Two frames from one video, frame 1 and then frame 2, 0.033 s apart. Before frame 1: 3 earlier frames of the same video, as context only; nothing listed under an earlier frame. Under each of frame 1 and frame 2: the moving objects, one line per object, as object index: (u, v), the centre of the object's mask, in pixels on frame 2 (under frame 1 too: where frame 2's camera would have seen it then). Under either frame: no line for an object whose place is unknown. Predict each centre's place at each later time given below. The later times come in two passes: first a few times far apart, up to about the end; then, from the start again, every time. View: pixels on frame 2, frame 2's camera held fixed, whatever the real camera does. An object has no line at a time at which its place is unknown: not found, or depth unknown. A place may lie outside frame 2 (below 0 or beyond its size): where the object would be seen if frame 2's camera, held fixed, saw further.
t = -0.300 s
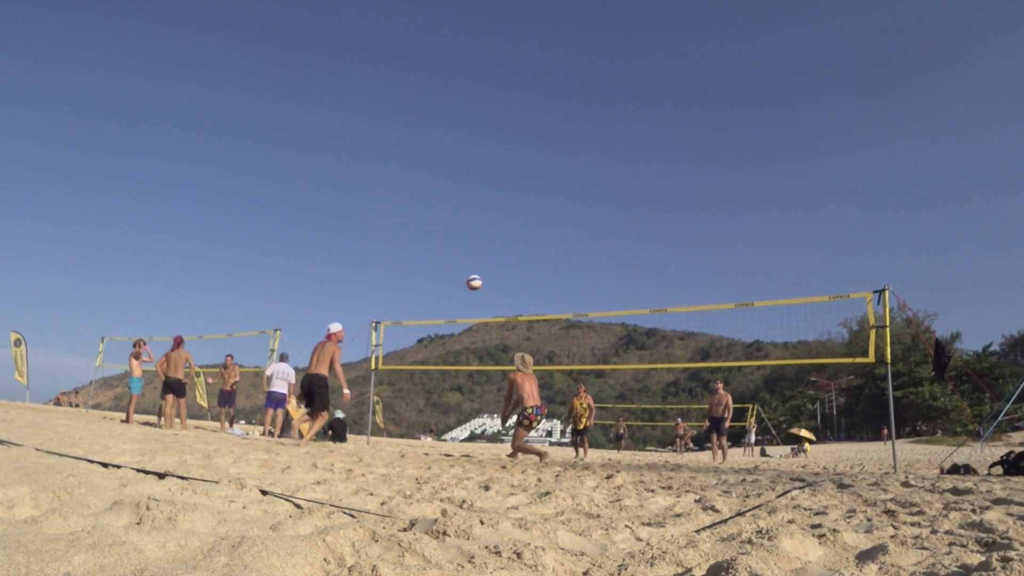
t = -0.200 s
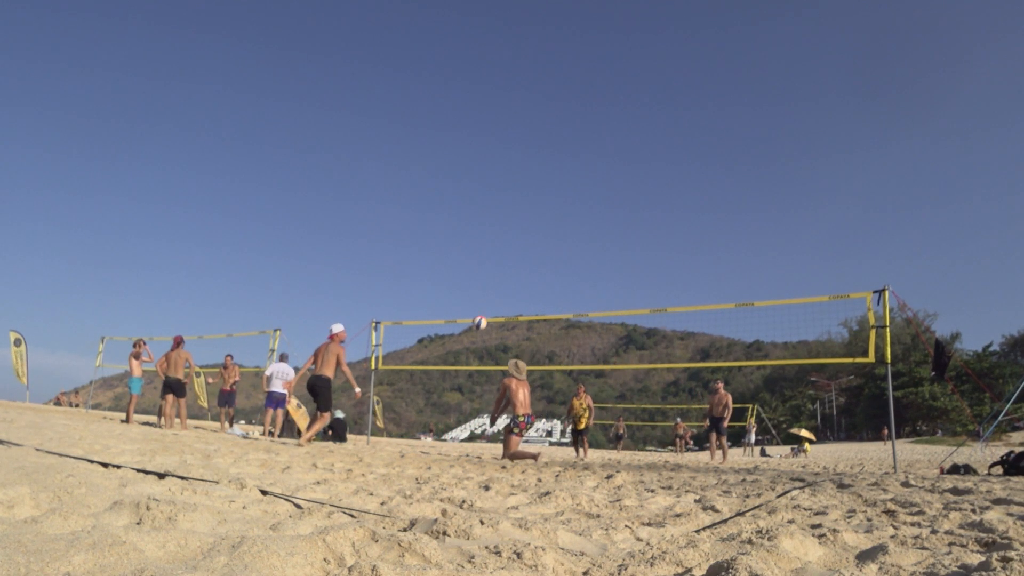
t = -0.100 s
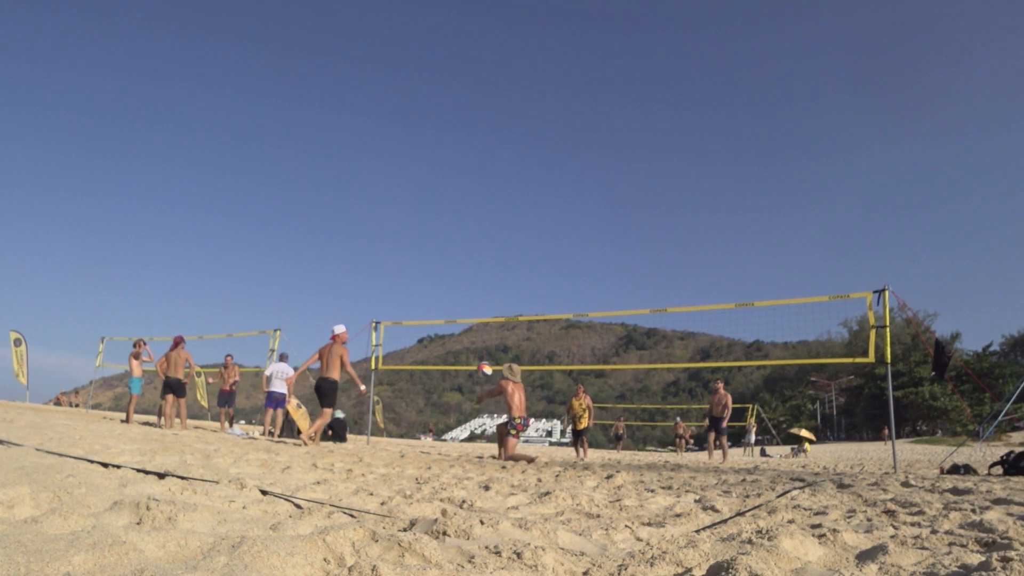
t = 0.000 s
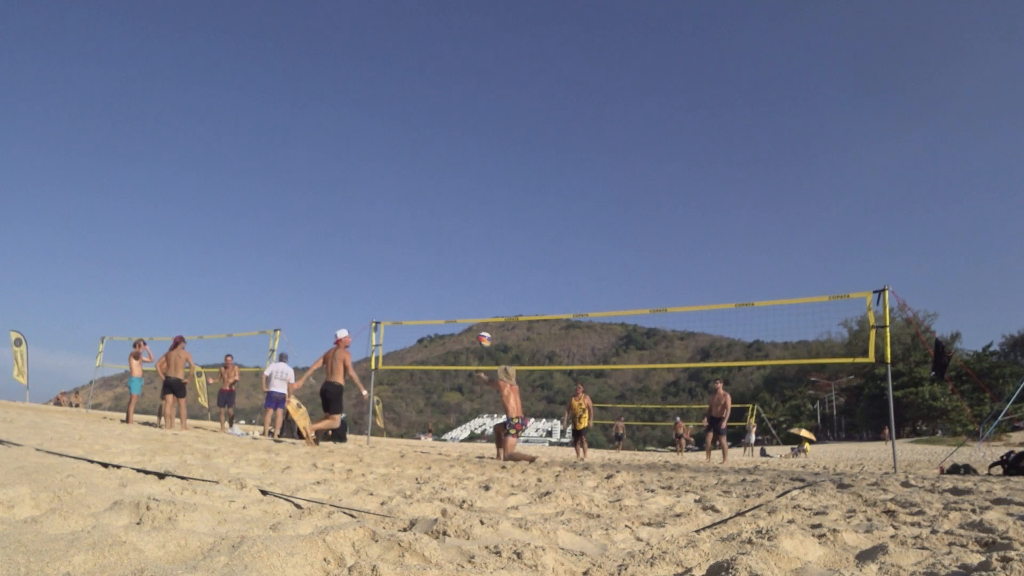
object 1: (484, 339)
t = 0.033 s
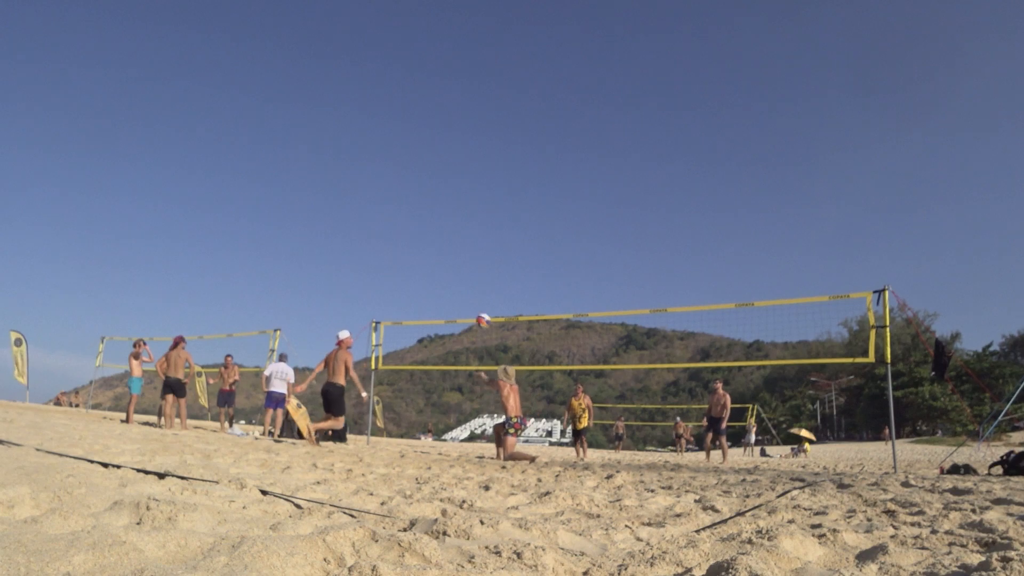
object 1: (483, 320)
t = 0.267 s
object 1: (477, 221)
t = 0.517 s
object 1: (467, 162)
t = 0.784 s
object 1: (455, 143)
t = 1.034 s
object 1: (442, 160)
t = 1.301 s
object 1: (423, 216)
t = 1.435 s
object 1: (412, 258)
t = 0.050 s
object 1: (483, 312)
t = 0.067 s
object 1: (482, 303)
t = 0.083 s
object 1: (482, 295)
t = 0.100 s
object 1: (482, 287)
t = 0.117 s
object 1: (481, 279)
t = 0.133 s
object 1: (481, 272)
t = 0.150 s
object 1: (480, 265)
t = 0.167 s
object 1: (480, 258)
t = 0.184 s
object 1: (479, 251)
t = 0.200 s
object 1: (479, 244)
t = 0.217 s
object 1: (478, 238)
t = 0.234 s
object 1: (478, 232)
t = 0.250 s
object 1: (477, 227)
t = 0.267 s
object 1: (477, 221)
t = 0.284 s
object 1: (476, 216)
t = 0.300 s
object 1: (476, 211)
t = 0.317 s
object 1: (475, 206)
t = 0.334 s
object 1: (474, 201)
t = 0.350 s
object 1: (474, 197)
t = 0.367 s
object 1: (473, 192)
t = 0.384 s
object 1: (472, 188)
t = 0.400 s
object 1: (472, 184)
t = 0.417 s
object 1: (471, 180)
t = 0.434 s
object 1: (471, 177)
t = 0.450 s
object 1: (470, 174)
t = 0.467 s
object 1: (469, 171)
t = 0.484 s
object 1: (469, 168)
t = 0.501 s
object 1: (468, 165)
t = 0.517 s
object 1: (467, 162)
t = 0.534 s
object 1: (466, 160)
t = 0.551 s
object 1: (466, 158)
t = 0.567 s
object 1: (465, 156)
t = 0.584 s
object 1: (464, 154)
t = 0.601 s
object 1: (464, 152)
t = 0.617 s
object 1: (463, 151)
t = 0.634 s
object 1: (462, 149)
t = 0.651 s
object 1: (461, 148)
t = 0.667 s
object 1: (461, 146)
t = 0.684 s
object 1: (460, 146)
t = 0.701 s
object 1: (459, 145)
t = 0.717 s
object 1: (458, 144)
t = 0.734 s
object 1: (458, 143)
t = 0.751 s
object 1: (457, 143)
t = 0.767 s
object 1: (456, 143)
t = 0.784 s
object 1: (455, 143)
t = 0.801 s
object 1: (454, 143)
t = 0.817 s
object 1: (454, 143)
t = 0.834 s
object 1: (453, 144)
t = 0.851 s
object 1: (452, 145)
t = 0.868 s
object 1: (451, 145)
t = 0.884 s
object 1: (450, 146)
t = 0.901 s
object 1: (449, 147)
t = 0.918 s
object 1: (448, 148)
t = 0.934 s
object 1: (447, 149)
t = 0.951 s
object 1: (446, 151)
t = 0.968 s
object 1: (445, 152)
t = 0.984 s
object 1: (444, 154)
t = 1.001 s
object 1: (444, 156)
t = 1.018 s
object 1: (443, 158)
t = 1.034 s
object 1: (442, 160)
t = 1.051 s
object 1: (441, 163)
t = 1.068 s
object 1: (439, 165)
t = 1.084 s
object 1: (438, 167)
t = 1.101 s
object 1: (437, 170)
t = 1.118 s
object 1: (436, 173)
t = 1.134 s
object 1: (435, 176)
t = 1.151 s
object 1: (434, 180)
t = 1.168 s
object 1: (433, 183)
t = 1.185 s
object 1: (432, 186)
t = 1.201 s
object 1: (430, 190)
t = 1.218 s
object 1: (429, 194)
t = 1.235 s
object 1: (428, 198)
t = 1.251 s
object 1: (427, 202)
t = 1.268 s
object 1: (425, 207)
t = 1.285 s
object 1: (424, 211)
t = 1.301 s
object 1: (423, 216)
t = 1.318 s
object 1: (421, 221)
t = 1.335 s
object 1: (420, 225)
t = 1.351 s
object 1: (419, 230)
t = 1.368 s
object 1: (417, 236)
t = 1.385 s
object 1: (416, 241)
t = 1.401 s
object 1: (415, 246)
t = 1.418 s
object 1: (413, 252)
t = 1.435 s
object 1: (412, 258)
